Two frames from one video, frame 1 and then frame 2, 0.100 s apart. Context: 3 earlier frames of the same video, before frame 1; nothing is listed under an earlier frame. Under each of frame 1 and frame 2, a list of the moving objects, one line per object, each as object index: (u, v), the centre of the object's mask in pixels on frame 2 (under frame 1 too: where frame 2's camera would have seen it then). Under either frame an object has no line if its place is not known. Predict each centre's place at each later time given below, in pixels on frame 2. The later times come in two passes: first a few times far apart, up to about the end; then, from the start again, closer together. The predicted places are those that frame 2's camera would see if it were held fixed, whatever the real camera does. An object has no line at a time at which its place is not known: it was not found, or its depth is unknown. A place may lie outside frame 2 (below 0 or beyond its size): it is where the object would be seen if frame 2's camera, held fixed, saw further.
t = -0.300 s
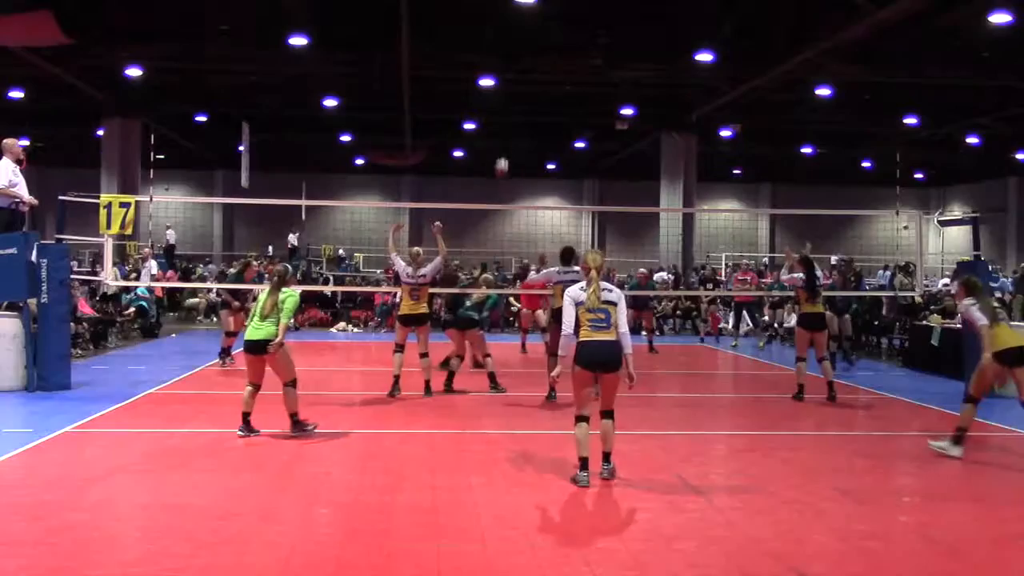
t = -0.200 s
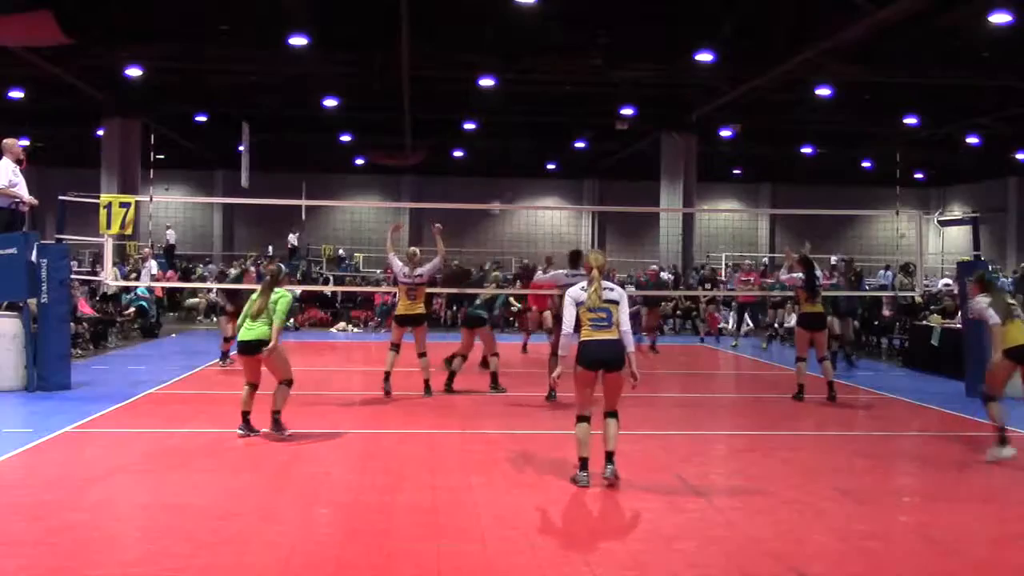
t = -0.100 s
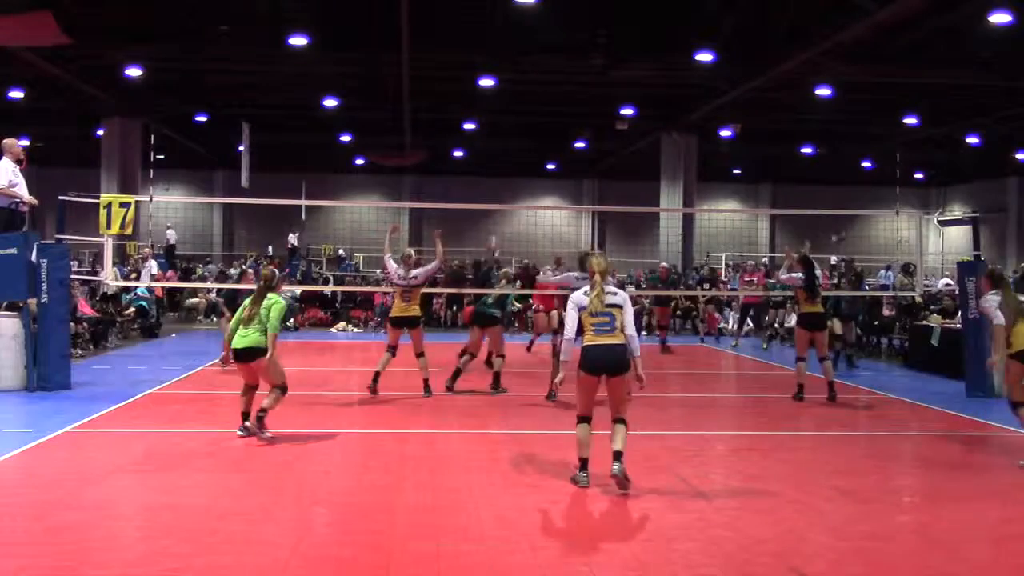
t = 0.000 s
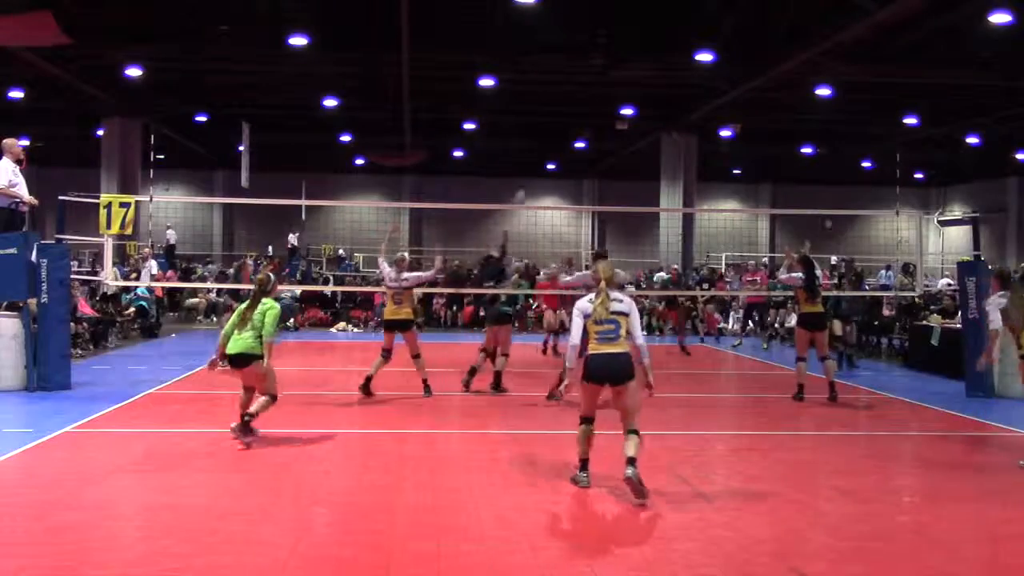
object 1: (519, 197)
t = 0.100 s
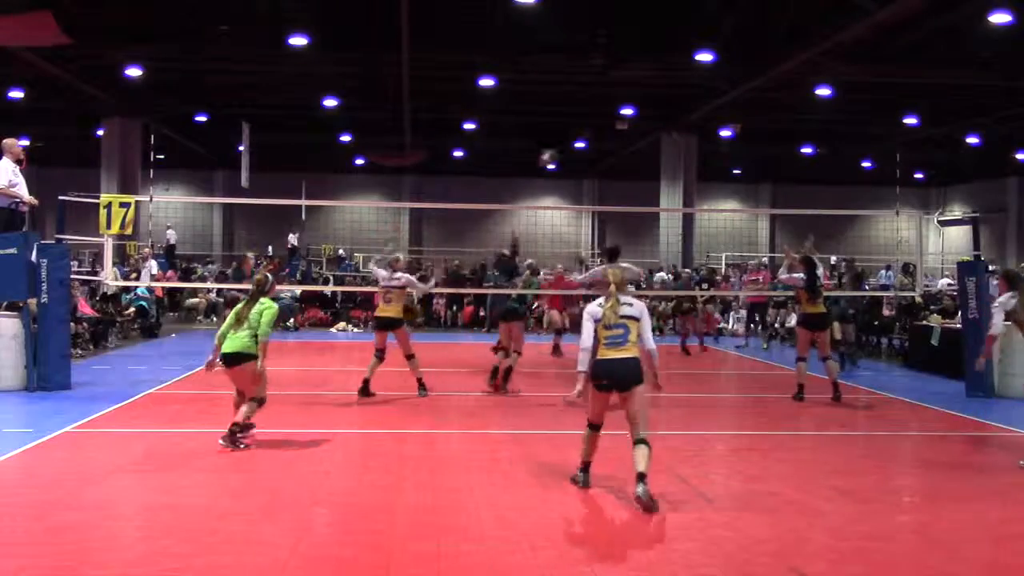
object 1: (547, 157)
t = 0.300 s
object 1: (598, 98)
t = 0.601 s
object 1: (670, 59)
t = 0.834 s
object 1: (729, 69)
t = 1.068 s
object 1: (786, 120)
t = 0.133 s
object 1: (555, 147)
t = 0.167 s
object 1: (564, 136)
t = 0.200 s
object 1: (572, 127)
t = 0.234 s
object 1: (580, 116)
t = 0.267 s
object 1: (589, 106)
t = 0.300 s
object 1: (598, 98)
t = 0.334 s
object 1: (606, 91)
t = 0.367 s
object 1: (614, 84)
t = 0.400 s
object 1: (623, 78)
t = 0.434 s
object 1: (631, 73)
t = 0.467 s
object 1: (639, 68)
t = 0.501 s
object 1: (647, 64)
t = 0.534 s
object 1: (655, 62)
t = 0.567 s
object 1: (663, 59)
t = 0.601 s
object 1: (670, 59)
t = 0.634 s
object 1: (680, 58)
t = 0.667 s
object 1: (686, 57)
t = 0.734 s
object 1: (706, 59)
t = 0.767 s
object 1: (713, 65)
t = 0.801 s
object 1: (722, 66)
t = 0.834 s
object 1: (729, 69)
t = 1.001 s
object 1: (771, 101)
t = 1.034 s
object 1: (779, 111)
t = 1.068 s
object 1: (786, 120)
